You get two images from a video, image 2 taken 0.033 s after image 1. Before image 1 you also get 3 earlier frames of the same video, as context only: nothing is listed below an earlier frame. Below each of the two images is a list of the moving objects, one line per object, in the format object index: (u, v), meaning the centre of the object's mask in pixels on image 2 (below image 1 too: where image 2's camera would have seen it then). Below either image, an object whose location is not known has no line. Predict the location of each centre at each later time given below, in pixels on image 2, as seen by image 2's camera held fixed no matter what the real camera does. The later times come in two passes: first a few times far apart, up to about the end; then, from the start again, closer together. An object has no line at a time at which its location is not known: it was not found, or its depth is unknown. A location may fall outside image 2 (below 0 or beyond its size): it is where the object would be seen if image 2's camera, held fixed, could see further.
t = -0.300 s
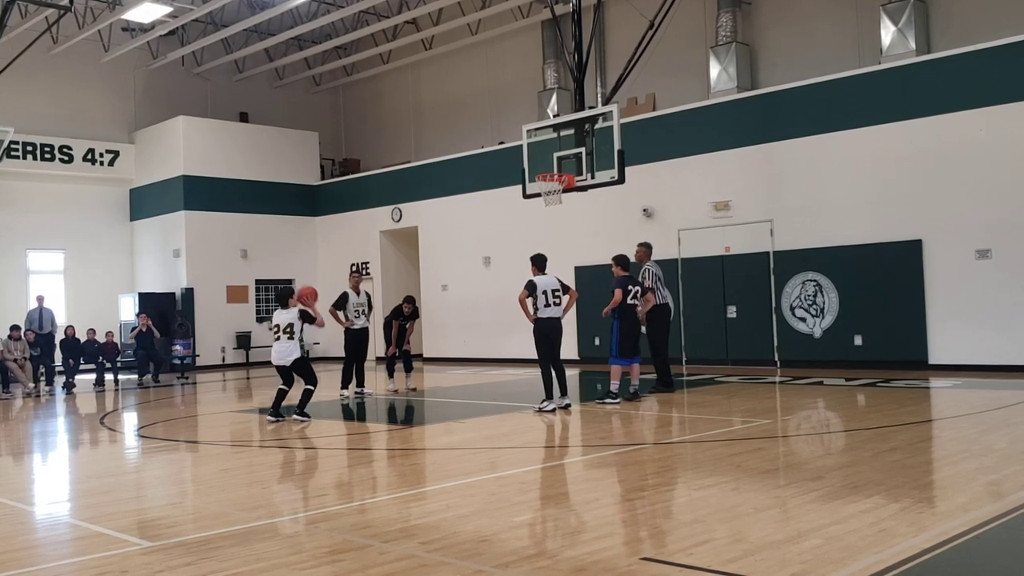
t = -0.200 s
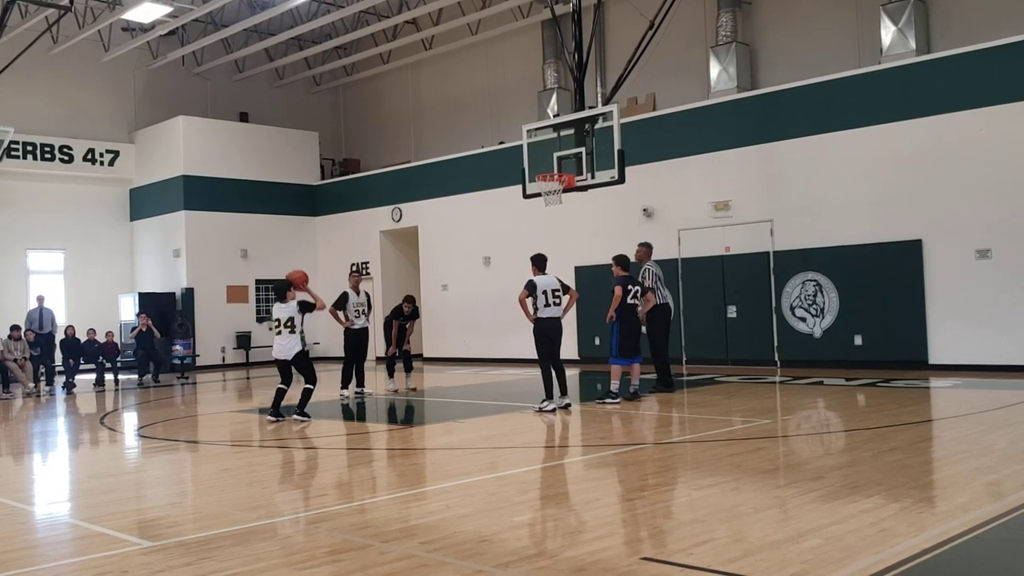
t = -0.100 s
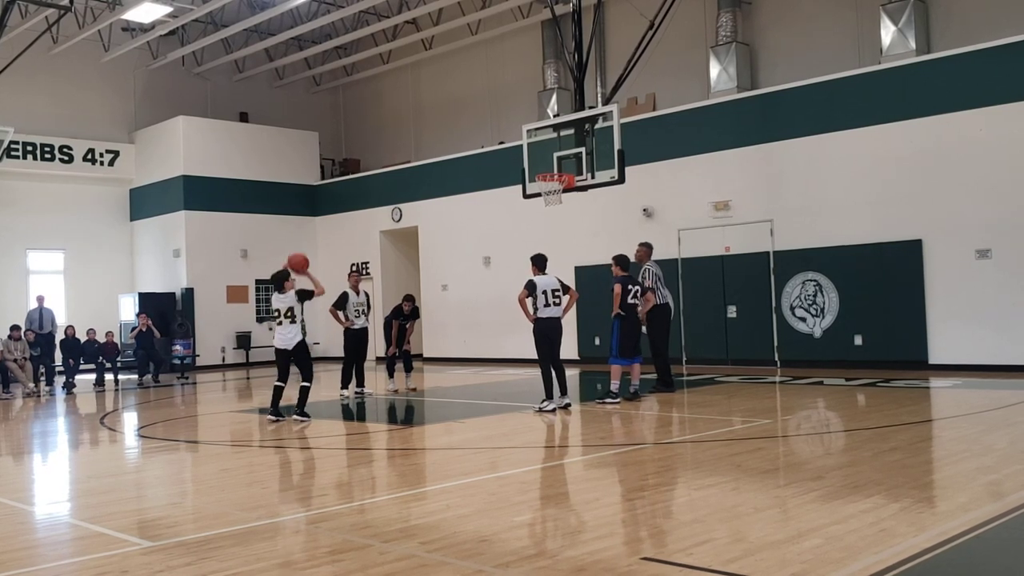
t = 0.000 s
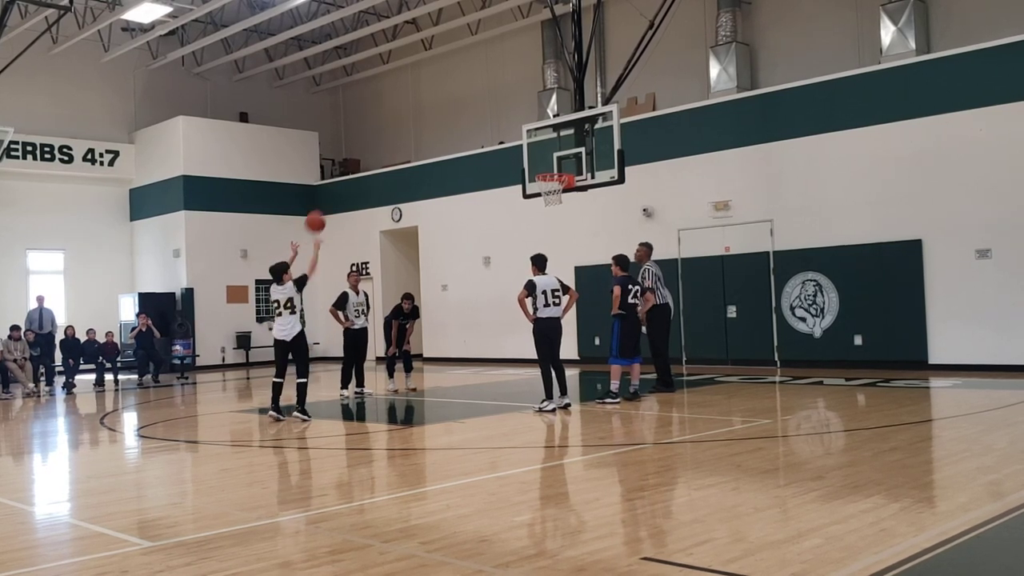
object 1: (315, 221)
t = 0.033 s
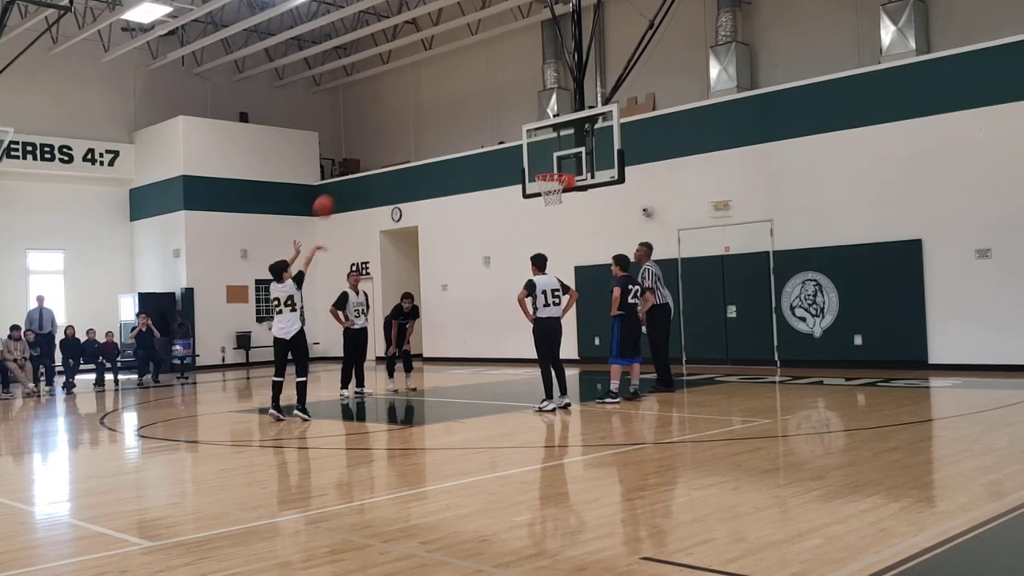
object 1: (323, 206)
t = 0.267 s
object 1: (381, 129)
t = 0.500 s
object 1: (434, 99)
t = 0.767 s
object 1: (490, 117)
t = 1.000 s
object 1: (535, 168)
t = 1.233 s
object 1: (494, 192)
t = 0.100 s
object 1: (340, 179)
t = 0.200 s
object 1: (365, 145)
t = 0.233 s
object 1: (373, 137)
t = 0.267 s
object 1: (381, 129)
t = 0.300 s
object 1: (390, 122)
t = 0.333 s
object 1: (397, 116)
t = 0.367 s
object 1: (405, 111)
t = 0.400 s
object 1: (412, 107)
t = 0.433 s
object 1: (420, 103)
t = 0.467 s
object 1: (427, 101)
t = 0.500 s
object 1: (434, 99)
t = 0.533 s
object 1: (441, 99)
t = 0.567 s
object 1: (449, 99)
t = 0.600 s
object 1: (456, 100)
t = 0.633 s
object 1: (462, 102)
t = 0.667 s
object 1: (469, 104)
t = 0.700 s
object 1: (476, 107)
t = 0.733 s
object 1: (483, 112)
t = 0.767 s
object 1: (490, 117)
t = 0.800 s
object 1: (496, 122)
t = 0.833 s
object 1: (502, 128)
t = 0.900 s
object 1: (516, 142)
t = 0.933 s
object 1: (522, 151)
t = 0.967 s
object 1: (528, 159)
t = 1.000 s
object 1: (535, 168)
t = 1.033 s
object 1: (533, 173)
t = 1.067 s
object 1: (526, 174)
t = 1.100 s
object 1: (519, 176)
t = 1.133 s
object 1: (513, 179)
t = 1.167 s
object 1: (507, 183)
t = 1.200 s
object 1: (501, 187)
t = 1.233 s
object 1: (494, 192)
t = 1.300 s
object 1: (481, 206)
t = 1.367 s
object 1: (467, 223)
